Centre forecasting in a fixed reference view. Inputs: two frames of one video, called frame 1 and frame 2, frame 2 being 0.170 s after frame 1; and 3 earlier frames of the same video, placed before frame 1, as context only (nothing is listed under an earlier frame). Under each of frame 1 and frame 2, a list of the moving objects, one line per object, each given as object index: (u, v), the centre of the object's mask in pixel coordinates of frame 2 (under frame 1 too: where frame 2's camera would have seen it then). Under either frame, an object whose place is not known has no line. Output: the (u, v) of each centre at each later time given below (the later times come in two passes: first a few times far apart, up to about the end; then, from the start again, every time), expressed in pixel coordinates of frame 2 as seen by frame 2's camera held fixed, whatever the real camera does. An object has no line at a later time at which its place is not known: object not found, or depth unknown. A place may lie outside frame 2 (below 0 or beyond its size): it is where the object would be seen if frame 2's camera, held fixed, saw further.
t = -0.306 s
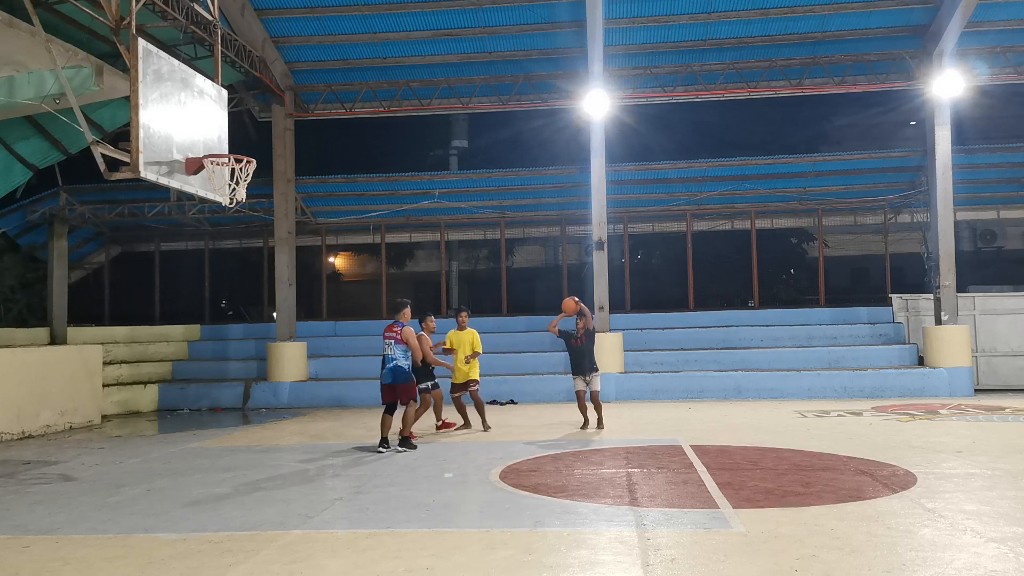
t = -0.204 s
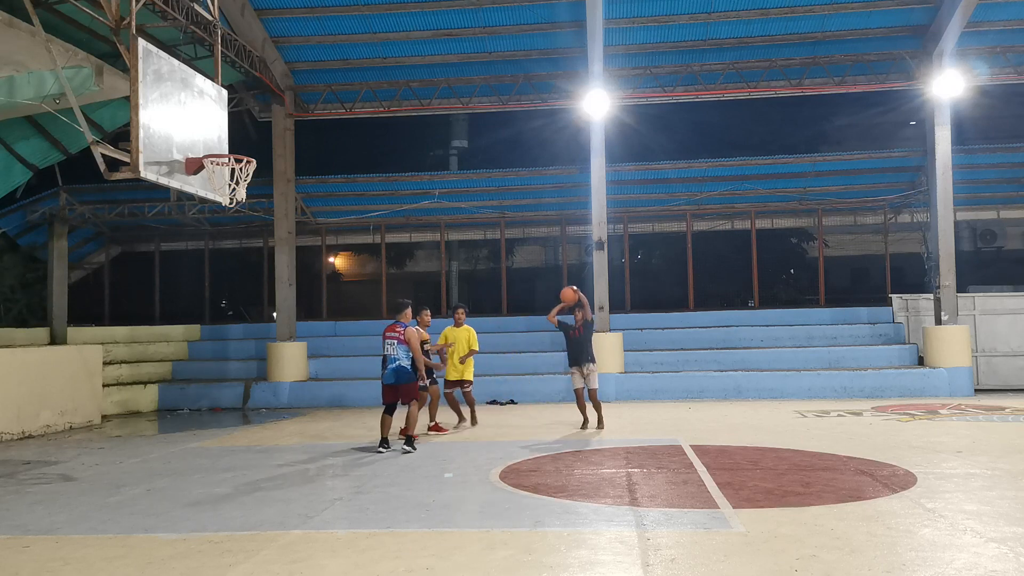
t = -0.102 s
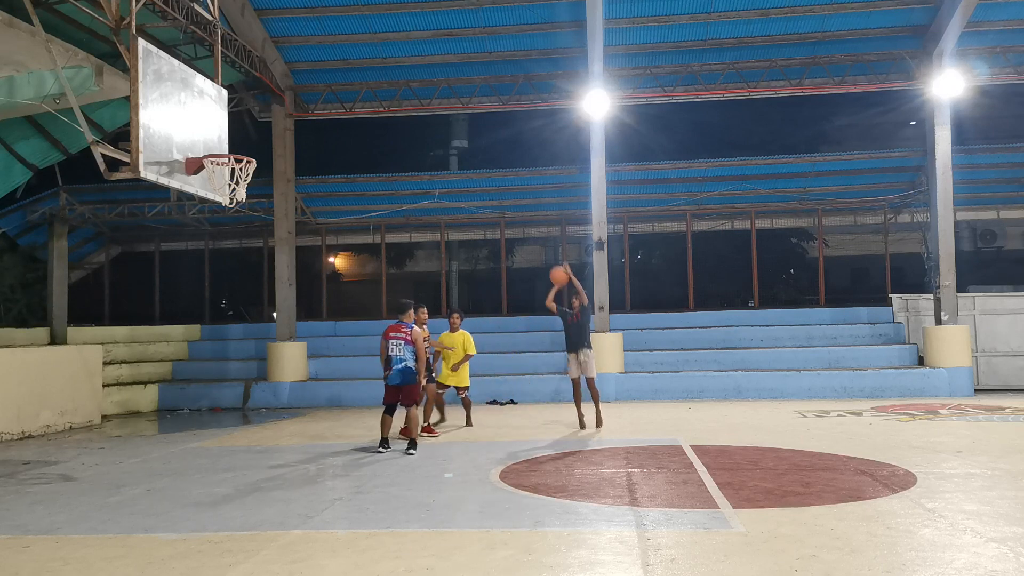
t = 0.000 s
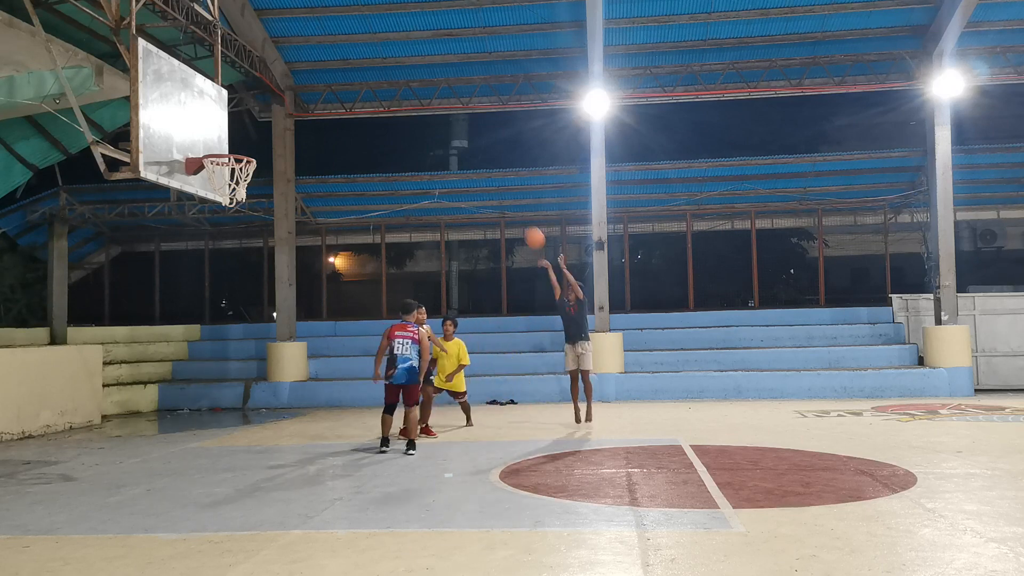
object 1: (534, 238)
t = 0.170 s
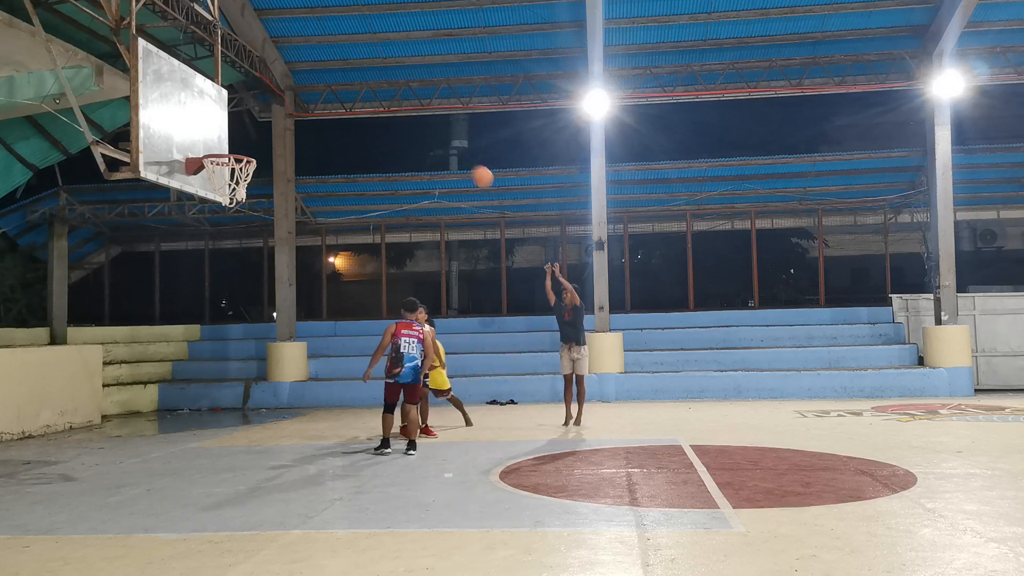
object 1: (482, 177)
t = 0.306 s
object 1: (437, 140)
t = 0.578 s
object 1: (337, 106)
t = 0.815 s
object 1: (236, 129)
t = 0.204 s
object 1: (471, 167)
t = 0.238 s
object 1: (460, 157)
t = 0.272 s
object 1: (449, 148)
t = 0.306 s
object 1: (437, 140)
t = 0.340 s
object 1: (425, 133)
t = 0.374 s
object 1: (414, 127)
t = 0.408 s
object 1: (402, 121)
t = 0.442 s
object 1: (389, 116)
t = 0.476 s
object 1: (377, 112)
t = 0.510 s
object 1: (364, 109)
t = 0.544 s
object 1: (351, 107)
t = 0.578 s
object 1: (337, 106)
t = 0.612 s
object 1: (323, 106)
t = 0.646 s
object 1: (309, 107)
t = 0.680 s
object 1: (295, 109)
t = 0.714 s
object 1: (280, 113)
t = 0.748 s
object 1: (264, 117)
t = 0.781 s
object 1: (249, 123)
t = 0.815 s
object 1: (236, 129)
